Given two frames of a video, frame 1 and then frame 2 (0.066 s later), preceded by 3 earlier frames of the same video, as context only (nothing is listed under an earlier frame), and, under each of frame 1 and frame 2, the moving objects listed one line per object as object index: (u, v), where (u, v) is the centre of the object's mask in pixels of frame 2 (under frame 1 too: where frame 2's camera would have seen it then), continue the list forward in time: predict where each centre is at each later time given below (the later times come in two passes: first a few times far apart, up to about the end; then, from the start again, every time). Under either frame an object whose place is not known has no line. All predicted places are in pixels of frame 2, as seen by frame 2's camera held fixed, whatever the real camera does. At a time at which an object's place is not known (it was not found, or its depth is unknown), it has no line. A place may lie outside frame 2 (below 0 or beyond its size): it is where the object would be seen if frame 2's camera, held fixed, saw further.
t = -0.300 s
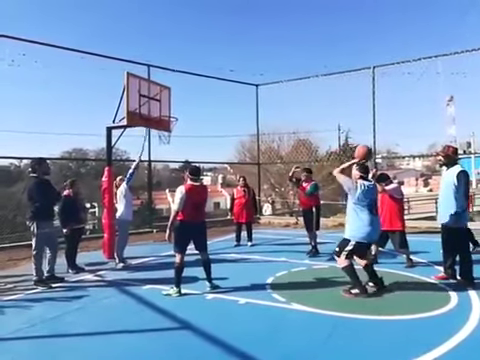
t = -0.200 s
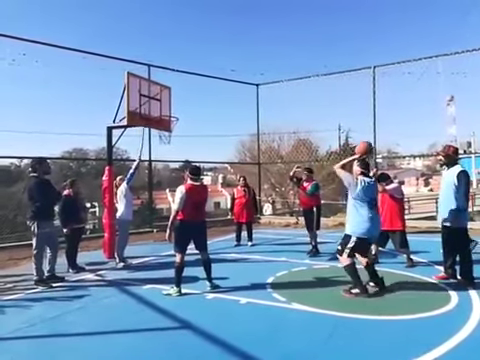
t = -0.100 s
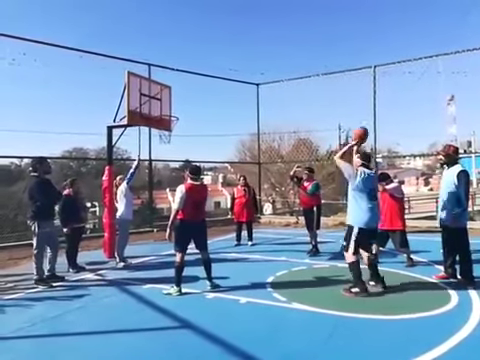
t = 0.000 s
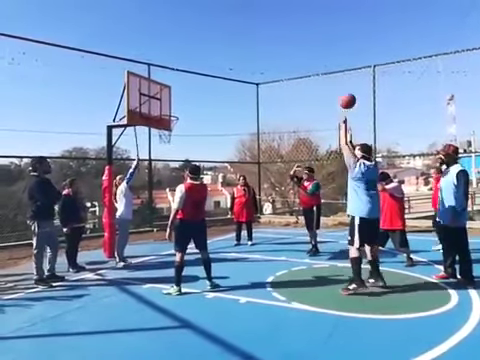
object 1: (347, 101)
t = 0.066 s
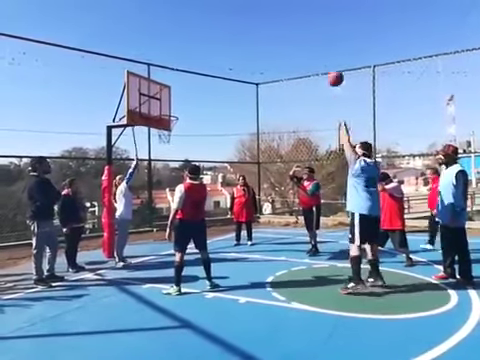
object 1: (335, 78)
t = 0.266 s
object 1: (303, 35)
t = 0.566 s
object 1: (265, 23)
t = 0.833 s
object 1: (237, 54)
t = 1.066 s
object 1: (217, 104)
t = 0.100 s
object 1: (329, 69)
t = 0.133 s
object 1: (324, 60)
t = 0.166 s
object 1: (318, 52)
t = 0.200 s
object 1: (313, 45)
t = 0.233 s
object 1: (308, 40)
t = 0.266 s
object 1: (303, 35)
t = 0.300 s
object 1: (298, 31)
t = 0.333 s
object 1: (294, 27)
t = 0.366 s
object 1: (289, 25)
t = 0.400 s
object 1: (285, 22)
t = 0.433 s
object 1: (281, 22)
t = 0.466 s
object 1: (276, 21)
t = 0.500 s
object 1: (272, 21)
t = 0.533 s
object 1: (268, 22)
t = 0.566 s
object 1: (265, 23)
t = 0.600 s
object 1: (260, 25)
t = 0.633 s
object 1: (257, 27)
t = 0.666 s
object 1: (254, 29)
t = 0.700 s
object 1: (251, 34)
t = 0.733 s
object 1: (247, 38)
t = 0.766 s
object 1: (243, 42)
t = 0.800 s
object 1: (240, 48)
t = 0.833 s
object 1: (237, 54)
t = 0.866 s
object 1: (234, 59)
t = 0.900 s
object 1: (231, 66)
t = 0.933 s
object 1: (228, 72)
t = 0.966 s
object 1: (225, 80)
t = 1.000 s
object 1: (222, 88)
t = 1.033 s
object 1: (220, 96)
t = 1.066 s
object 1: (217, 104)
